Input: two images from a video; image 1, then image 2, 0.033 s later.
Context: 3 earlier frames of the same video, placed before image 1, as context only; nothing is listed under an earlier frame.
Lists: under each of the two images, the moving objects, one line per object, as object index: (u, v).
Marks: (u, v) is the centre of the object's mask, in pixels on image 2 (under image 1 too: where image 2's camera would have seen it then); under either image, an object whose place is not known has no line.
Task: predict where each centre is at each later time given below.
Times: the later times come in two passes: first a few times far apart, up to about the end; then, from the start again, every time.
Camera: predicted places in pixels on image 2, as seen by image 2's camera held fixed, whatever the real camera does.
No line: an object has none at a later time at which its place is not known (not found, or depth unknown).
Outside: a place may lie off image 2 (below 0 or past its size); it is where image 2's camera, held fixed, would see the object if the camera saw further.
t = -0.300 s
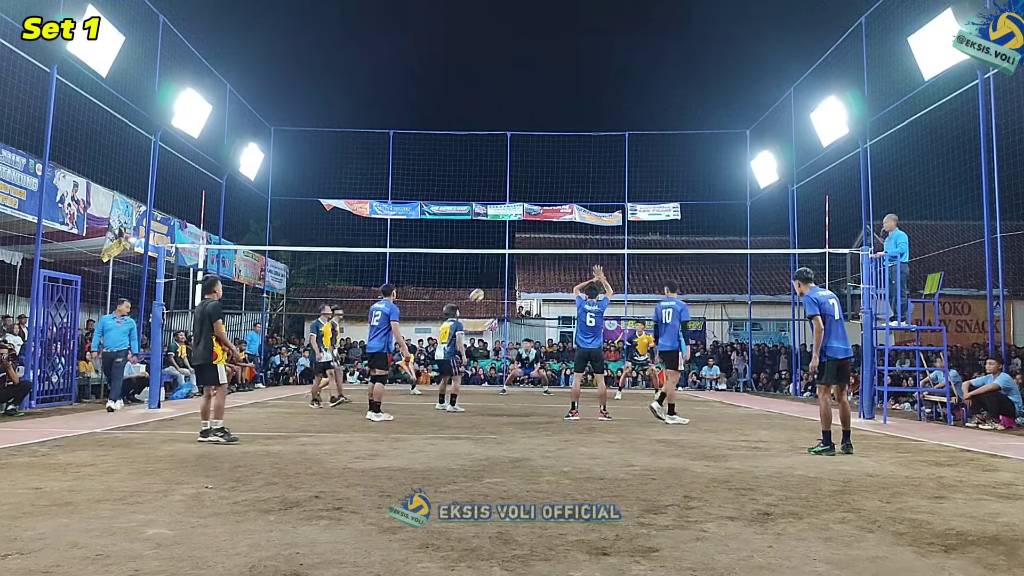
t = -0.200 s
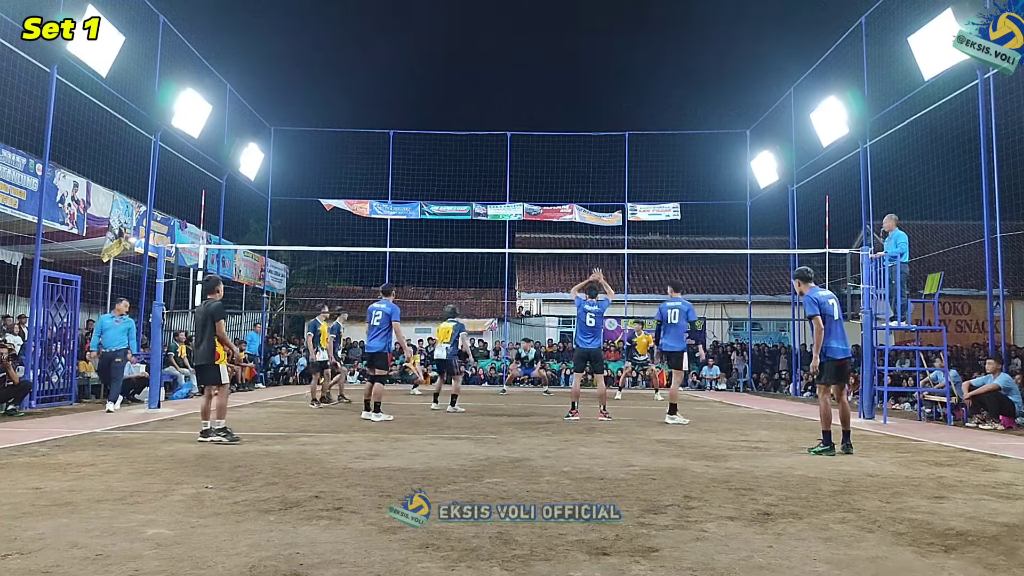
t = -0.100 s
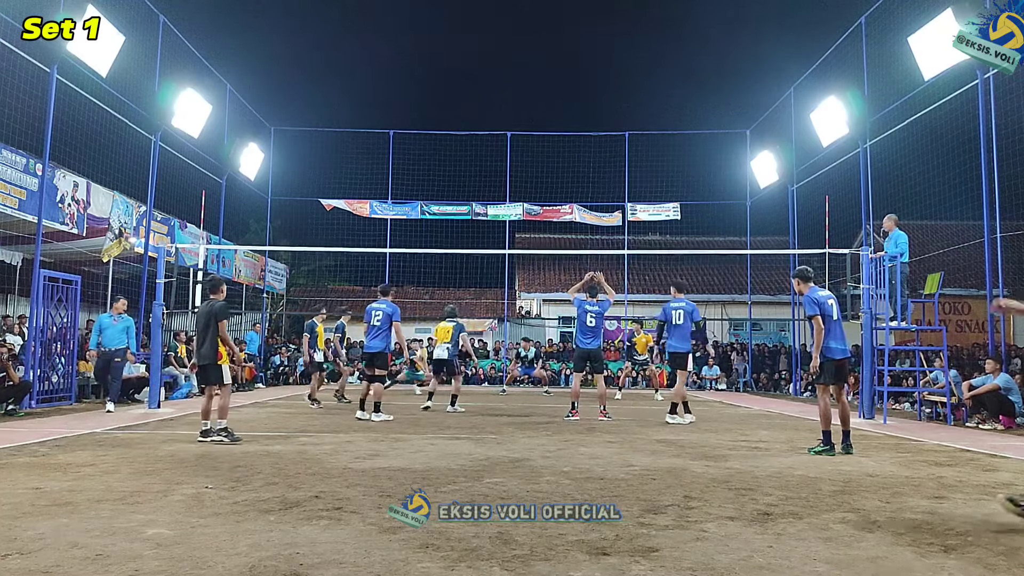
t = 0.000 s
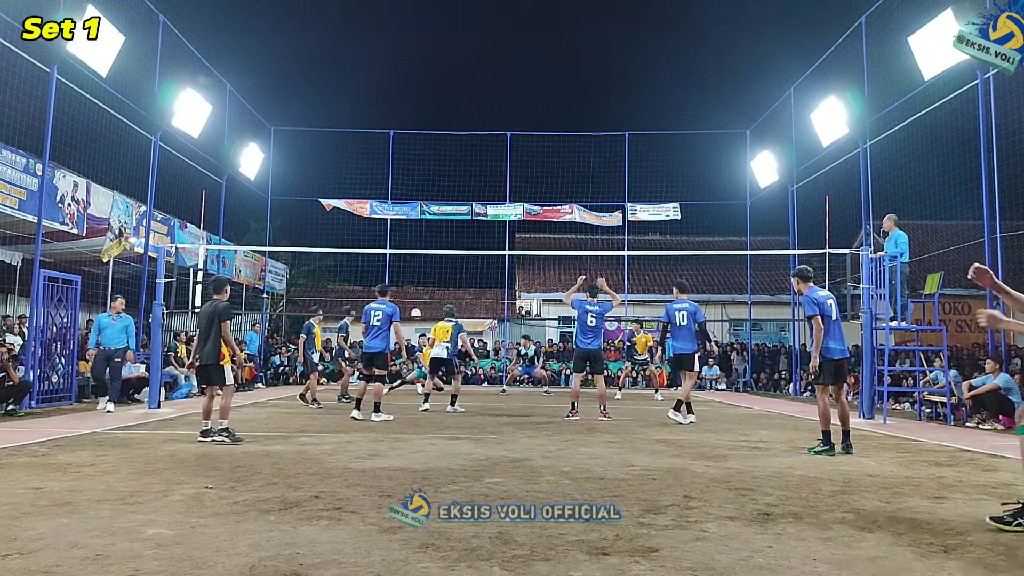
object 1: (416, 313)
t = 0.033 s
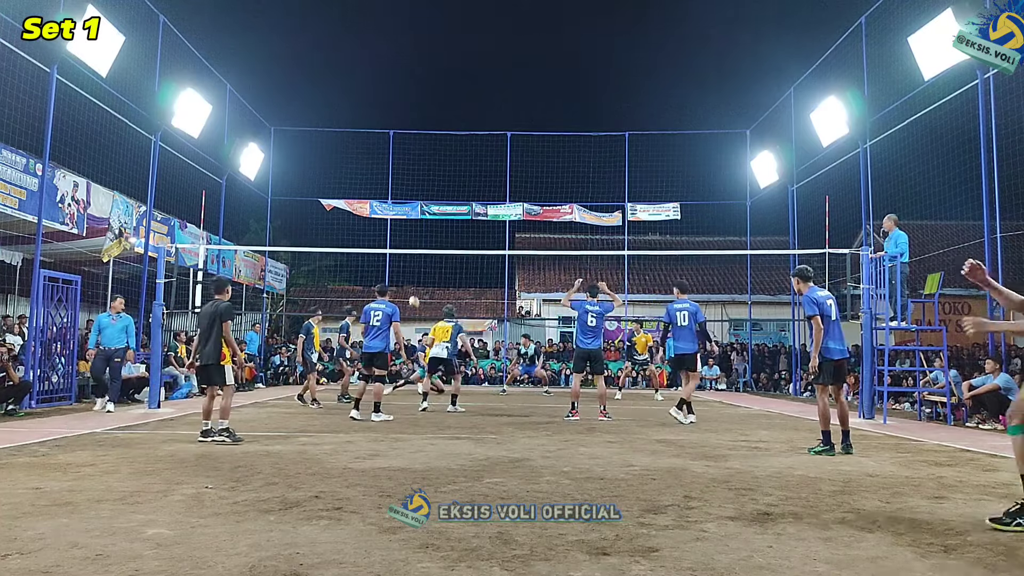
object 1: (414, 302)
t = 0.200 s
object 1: (403, 247)
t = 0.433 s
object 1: (384, 192)
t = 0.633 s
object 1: (367, 164)
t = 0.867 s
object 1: (347, 155)
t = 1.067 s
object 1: (328, 166)
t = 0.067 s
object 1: (412, 290)
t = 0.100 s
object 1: (409, 278)
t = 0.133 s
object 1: (407, 268)
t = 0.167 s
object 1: (405, 258)
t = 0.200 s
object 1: (403, 247)
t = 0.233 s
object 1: (399, 238)
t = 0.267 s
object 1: (397, 229)
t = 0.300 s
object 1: (395, 221)
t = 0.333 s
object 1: (392, 213)
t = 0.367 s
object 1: (389, 206)
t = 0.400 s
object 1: (387, 199)
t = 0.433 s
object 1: (384, 192)
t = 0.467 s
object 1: (381, 187)
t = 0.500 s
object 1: (379, 181)
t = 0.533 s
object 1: (376, 176)
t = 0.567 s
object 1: (373, 171)
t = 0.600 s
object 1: (370, 167)
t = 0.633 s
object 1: (367, 164)
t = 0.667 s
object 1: (364, 161)
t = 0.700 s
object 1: (361, 159)
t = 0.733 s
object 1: (358, 157)
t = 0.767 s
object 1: (356, 156)
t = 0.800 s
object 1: (352, 154)
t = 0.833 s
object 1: (350, 154)
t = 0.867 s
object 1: (347, 155)
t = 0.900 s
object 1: (344, 155)
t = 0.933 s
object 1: (340, 156)
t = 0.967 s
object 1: (337, 158)
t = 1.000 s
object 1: (334, 160)
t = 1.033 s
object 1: (331, 163)
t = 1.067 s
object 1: (328, 166)
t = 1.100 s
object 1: (325, 170)
